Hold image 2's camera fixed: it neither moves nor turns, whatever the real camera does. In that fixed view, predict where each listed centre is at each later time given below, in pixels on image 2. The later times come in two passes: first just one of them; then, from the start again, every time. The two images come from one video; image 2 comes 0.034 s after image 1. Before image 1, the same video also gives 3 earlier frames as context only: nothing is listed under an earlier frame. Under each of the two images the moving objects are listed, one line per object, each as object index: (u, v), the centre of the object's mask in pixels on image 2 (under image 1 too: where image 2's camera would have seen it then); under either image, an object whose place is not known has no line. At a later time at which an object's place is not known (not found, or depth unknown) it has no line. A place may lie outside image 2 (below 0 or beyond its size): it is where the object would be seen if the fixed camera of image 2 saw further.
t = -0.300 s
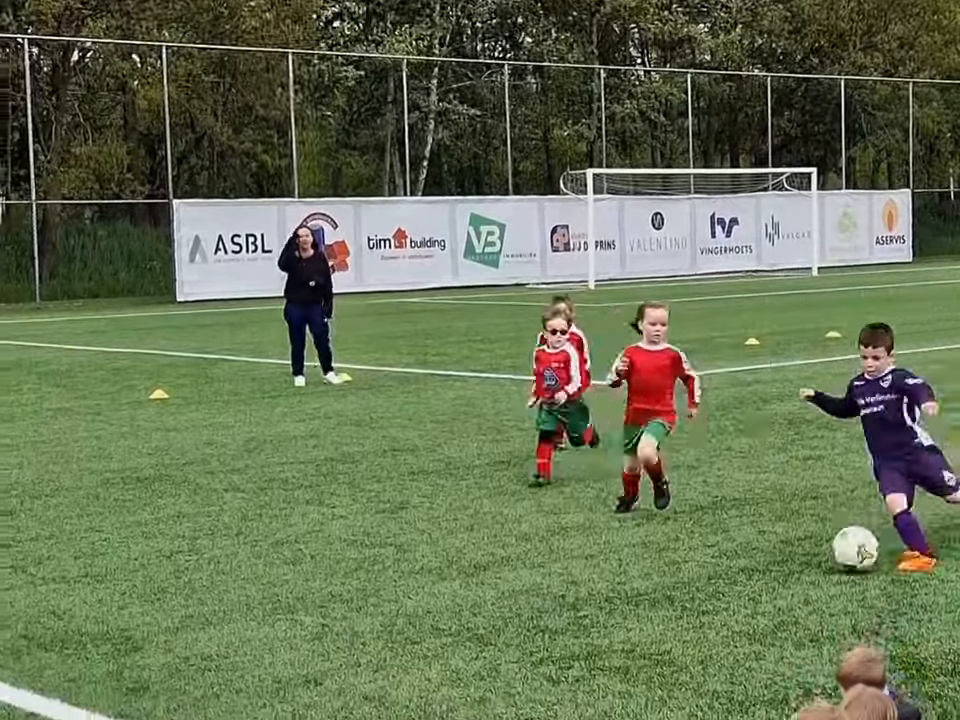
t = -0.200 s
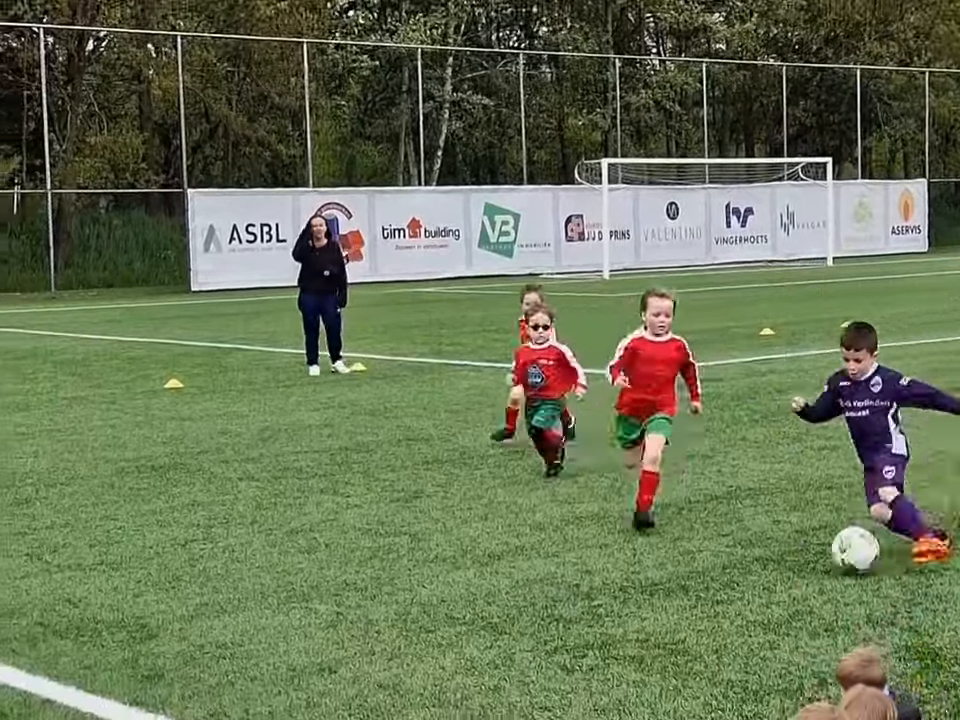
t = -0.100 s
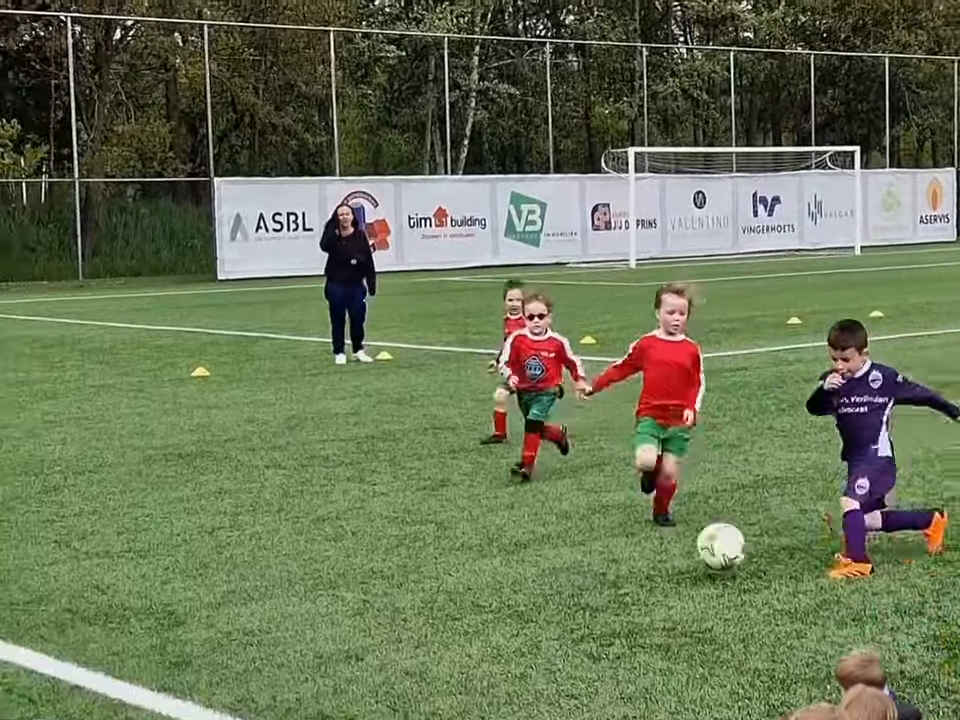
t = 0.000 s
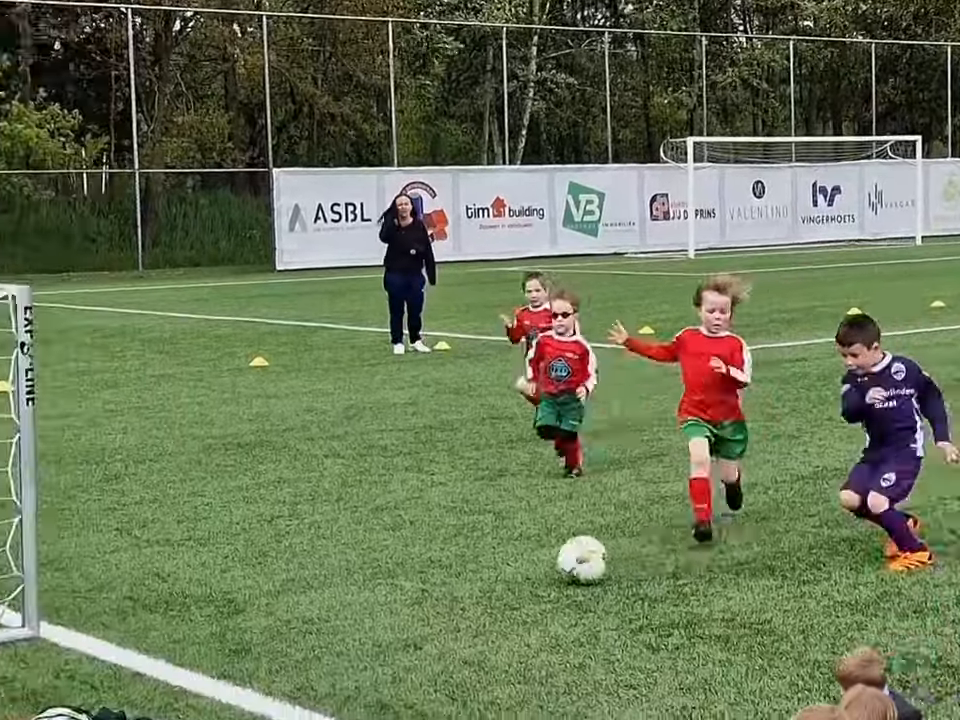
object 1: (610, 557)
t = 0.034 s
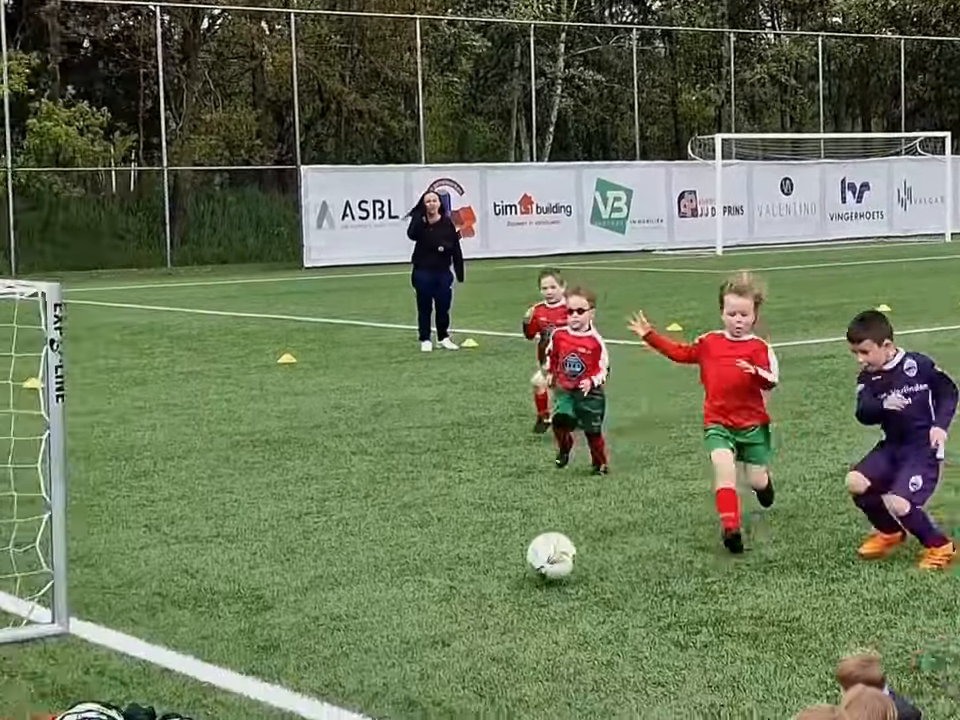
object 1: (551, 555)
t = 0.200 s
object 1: (261, 577)
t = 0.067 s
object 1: (489, 559)
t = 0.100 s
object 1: (428, 568)
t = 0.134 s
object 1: (369, 576)
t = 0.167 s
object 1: (316, 575)
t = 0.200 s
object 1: (261, 577)
